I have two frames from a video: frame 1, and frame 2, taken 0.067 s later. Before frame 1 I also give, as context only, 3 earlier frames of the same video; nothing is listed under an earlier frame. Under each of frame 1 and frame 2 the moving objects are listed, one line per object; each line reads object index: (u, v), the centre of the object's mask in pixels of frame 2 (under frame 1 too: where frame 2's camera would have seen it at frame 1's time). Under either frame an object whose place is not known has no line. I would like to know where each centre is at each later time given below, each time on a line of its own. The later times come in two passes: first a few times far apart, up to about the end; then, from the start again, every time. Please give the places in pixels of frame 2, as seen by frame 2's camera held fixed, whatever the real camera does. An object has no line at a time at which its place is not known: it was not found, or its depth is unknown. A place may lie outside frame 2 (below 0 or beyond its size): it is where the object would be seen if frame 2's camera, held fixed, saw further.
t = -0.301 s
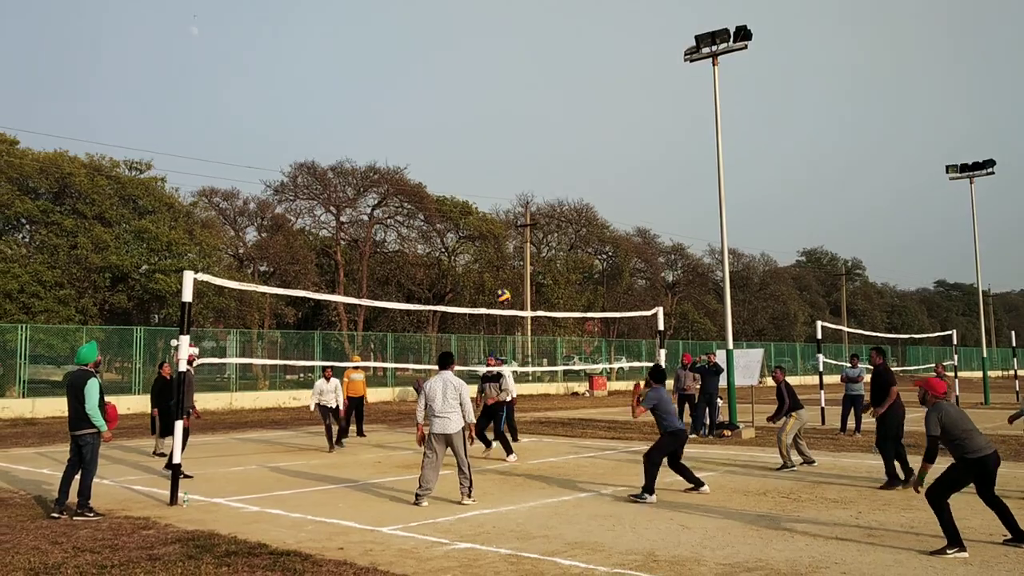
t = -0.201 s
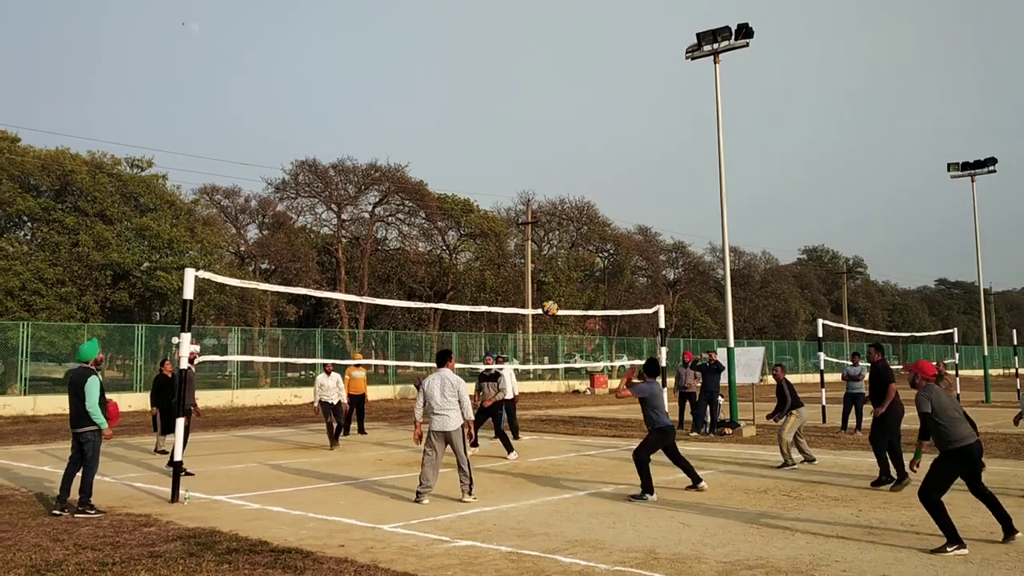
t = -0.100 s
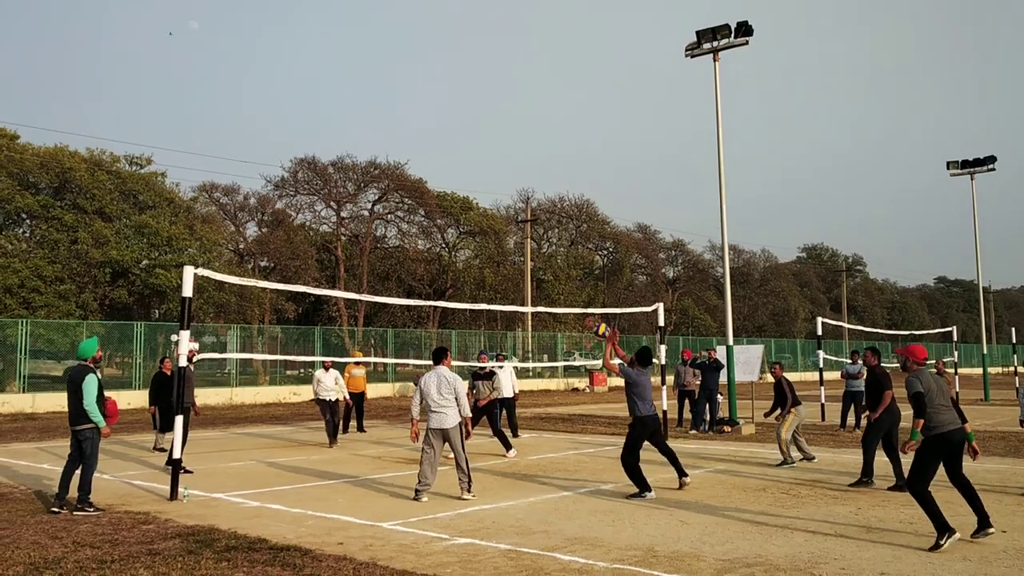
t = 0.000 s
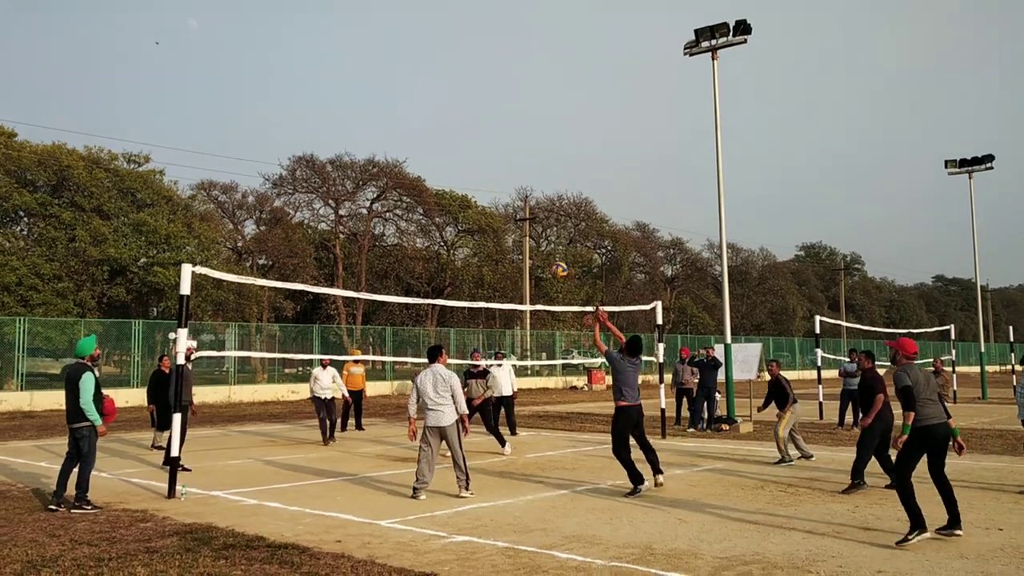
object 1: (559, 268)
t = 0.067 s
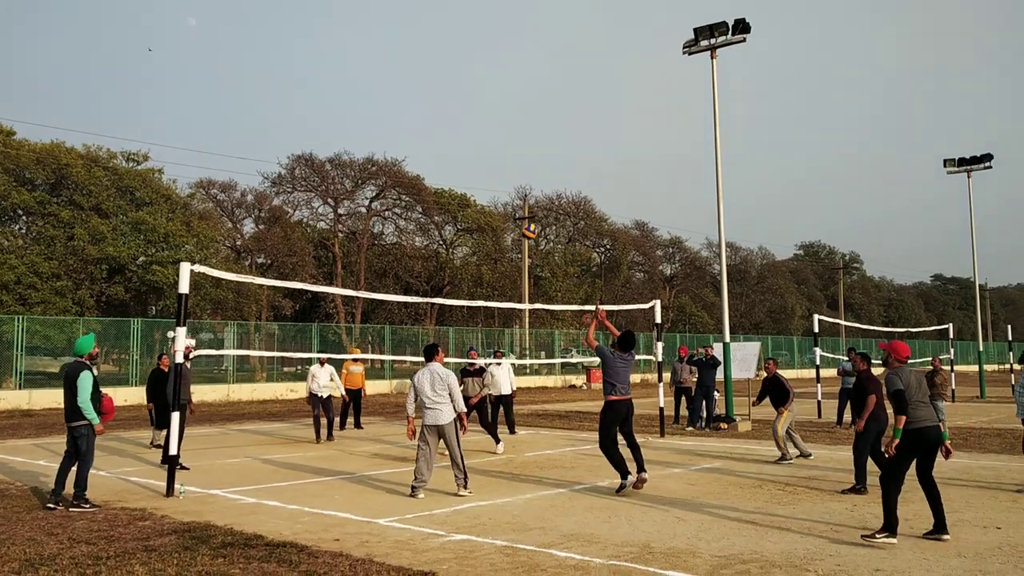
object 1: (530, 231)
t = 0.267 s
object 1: (453, 150)
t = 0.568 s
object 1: (366, 98)
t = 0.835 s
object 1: (305, 106)
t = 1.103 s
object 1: (255, 151)
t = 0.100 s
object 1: (515, 214)
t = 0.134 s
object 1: (502, 200)
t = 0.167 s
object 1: (489, 185)
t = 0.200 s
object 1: (477, 172)
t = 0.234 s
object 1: (465, 161)
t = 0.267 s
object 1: (453, 150)
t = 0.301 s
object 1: (442, 139)
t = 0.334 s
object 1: (432, 131)
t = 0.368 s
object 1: (421, 123)
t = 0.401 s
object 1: (411, 116)
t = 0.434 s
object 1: (402, 111)
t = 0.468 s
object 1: (392, 106)
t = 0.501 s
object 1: (383, 103)
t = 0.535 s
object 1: (374, 100)
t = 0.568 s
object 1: (366, 98)
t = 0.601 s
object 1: (357, 96)
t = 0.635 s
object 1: (349, 96)
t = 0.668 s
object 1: (341, 96)
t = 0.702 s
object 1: (333, 96)
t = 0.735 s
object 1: (326, 98)
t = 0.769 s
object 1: (318, 99)
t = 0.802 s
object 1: (311, 102)
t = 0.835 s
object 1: (305, 106)
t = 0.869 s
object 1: (298, 109)
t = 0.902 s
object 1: (291, 114)
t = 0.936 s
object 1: (285, 119)
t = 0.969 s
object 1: (279, 124)
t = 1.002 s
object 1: (273, 130)
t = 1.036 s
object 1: (267, 137)
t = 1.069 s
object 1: (261, 143)
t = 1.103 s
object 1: (255, 151)
